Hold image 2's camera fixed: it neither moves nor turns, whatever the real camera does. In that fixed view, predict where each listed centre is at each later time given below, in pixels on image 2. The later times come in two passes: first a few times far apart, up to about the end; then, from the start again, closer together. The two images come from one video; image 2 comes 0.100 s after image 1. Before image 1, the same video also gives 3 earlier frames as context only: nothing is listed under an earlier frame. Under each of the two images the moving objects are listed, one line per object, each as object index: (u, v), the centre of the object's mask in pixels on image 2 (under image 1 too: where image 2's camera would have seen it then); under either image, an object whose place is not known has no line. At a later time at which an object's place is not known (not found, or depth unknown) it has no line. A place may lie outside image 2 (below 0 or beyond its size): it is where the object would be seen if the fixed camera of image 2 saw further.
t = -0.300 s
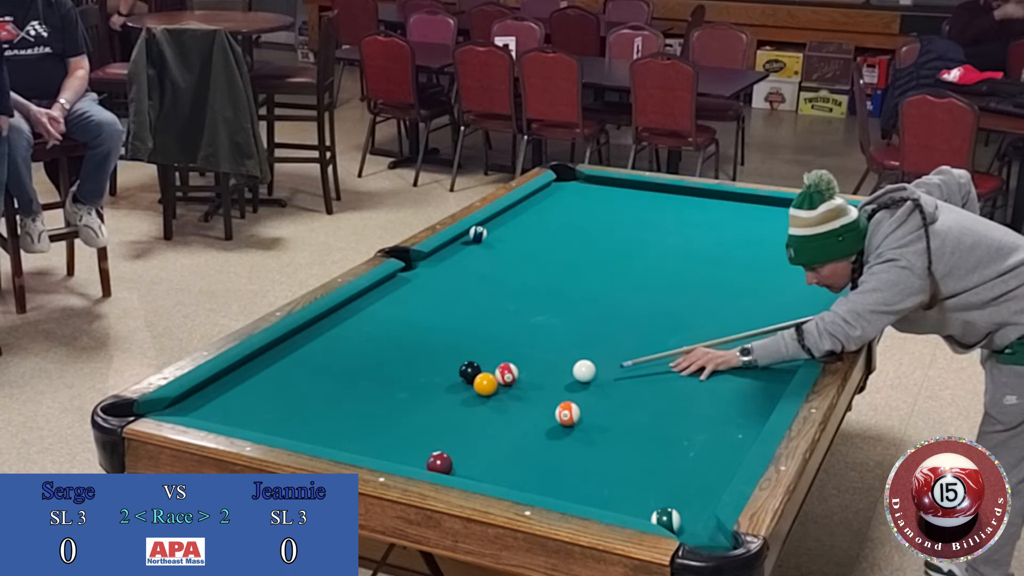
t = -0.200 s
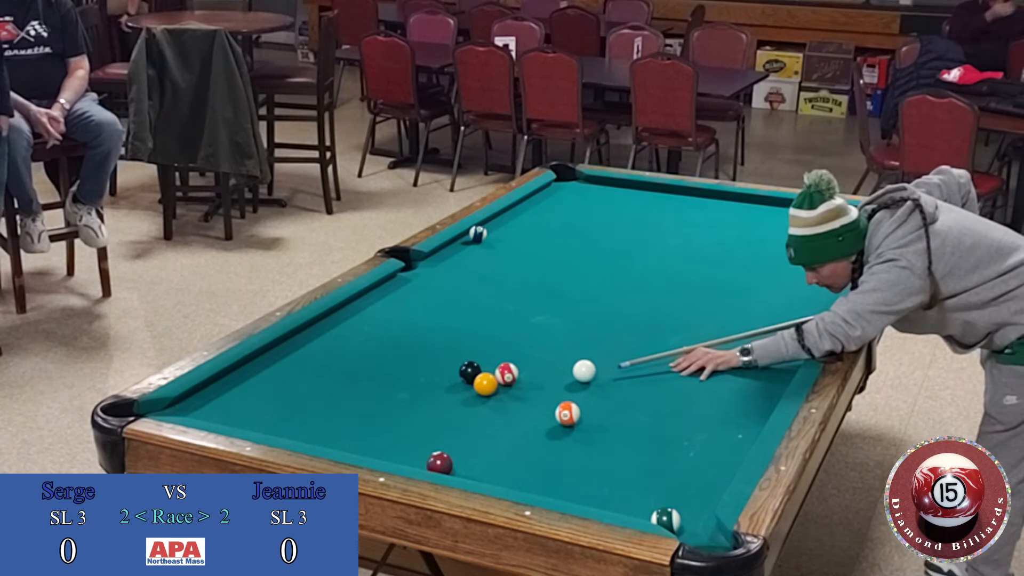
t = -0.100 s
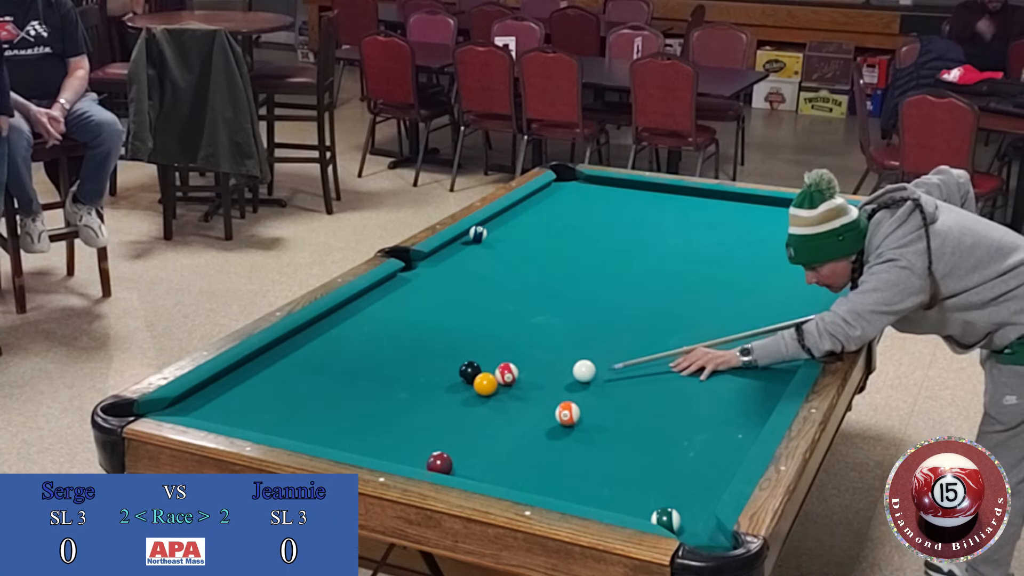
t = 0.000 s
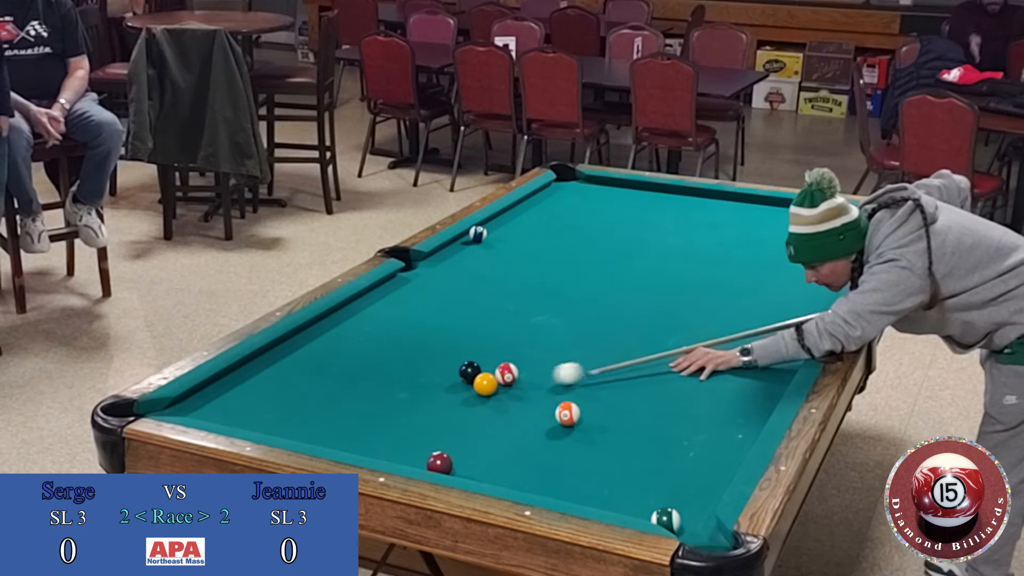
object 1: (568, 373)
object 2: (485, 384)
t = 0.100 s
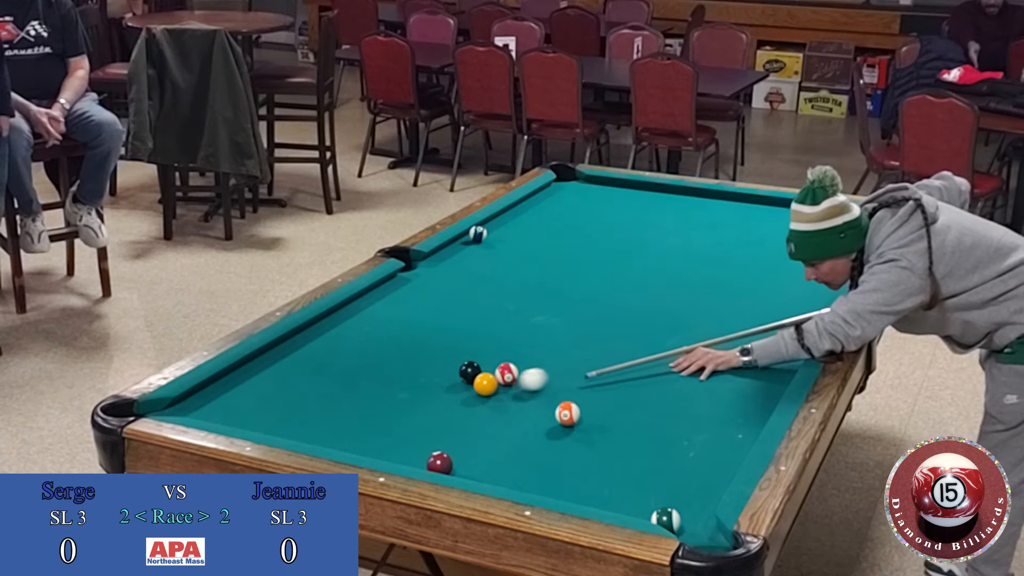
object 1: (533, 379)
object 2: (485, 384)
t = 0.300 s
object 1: (506, 387)
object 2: (465, 385)
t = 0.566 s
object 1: (495, 397)
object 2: (423, 386)
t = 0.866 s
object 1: (484, 408)
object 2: (379, 388)
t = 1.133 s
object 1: (475, 417)
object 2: (342, 389)
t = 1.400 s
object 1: (468, 425)
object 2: (308, 391)
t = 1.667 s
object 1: (462, 433)
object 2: (276, 392)
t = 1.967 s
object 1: (456, 440)
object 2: (244, 394)
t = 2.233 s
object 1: (453, 445)
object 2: (218, 395)
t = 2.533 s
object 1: (450, 449)
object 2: (193, 396)
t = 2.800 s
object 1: (450, 451)
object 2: (196, 400)
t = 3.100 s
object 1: (450, 451)
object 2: (198, 403)
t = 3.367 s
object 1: (450, 451)
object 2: (200, 405)
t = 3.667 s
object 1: (450, 451)
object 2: (202, 406)
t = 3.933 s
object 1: (450, 451)
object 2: (203, 406)
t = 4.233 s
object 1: (450, 451)
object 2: (203, 406)
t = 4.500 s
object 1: (450, 451)
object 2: (203, 406)
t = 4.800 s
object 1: (450, 451)
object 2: (203, 406)
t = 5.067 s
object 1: (450, 451)
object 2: (203, 406)
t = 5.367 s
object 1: (450, 451)
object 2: (203, 406)
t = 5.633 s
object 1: (449, 451)
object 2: (203, 406)
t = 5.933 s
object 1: (449, 451)
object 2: (203, 406)
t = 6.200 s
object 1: (450, 451)
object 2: (203, 406)
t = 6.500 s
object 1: (449, 451)
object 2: (203, 406)
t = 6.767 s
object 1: (449, 451)
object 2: (203, 406)
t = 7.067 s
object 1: (449, 451)
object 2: (203, 406)
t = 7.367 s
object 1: (449, 451)
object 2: (203, 406)
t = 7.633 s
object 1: (450, 451)
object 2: (203, 406)
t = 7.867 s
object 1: (449, 451)
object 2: (206, 407)
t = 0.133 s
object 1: (524, 381)
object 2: (485, 384)
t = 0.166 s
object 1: (516, 382)
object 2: (485, 384)
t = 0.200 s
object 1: (509, 384)
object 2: (483, 384)
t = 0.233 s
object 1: (508, 385)
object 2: (476, 384)
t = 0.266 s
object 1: (507, 386)
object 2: (470, 384)
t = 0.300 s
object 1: (506, 387)
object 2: (465, 385)
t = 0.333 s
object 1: (504, 389)
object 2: (460, 385)
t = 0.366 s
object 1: (503, 390)
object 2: (454, 385)
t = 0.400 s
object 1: (501, 391)
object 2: (449, 385)
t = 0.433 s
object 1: (500, 392)
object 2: (444, 385)
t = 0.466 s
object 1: (499, 394)
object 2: (439, 385)
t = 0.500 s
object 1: (497, 395)
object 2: (433, 386)
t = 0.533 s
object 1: (496, 396)
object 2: (428, 386)
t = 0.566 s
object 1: (495, 397)
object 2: (423, 386)
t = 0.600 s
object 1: (493, 398)
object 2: (418, 386)
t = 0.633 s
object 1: (492, 400)
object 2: (413, 387)
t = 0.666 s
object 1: (491, 401)
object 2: (408, 387)
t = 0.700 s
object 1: (490, 402)
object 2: (403, 387)
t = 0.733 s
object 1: (488, 403)
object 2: (398, 387)
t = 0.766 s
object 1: (487, 404)
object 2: (393, 387)
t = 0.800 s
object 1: (486, 405)
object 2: (388, 388)
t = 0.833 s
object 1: (485, 407)
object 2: (383, 388)
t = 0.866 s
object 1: (484, 408)
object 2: (379, 388)
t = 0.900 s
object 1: (482, 409)
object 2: (374, 388)
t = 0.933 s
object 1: (481, 410)
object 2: (369, 388)
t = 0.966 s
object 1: (480, 411)
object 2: (365, 388)
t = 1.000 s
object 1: (479, 412)
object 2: (360, 388)
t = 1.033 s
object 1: (478, 414)
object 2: (356, 389)
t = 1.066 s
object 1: (477, 415)
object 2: (351, 389)
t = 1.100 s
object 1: (476, 416)
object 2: (347, 389)
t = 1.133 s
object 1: (475, 417)
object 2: (342, 389)
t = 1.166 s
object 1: (474, 418)
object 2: (338, 389)
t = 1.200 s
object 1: (474, 419)
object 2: (333, 390)
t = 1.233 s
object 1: (473, 420)
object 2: (329, 390)
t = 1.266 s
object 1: (472, 421)
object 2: (324, 390)
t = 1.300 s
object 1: (471, 422)
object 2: (320, 390)
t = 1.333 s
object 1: (470, 423)
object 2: (316, 390)
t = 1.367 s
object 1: (469, 424)
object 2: (312, 390)
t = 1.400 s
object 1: (468, 425)
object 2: (308, 391)
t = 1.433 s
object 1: (468, 426)
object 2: (304, 391)
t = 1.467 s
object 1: (467, 427)
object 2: (300, 391)
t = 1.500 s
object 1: (466, 428)
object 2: (295, 391)
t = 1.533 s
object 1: (465, 429)
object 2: (292, 391)
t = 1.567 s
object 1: (464, 430)
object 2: (288, 392)
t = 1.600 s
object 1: (464, 431)
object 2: (284, 392)
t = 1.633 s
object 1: (463, 432)
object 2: (280, 392)
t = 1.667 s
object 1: (462, 433)
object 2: (276, 392)
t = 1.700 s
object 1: (462, 434)
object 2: (273, 392)
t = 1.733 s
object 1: (461, 435)
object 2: (269, 392)
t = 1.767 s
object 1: (460, 435)
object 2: (265, 393)
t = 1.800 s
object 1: (460, 436)
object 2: (261, 393)
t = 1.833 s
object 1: (459, 437)
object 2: (258, 393)
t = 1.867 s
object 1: (458, 438)
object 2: (254, 393)
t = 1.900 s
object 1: (458, 439)
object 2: (251, 393)
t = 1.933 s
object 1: (457, 440)
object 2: (247, 393)
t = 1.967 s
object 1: (456, 440)
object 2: (244, 394)
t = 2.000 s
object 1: (456, 441)
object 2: (240, 394)
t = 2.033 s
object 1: (455, 442)
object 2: (237, 394)
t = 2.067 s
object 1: (455, 442)
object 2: (234, 394)
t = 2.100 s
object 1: (454, 443)
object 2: (231, 394)
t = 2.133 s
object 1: (454, 444)
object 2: (228, 394)
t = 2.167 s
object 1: (453, 444)
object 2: (224, 394)
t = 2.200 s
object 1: (453, 445)
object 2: (221, 394)
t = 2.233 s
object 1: (453, 445)
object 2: (218, 395)
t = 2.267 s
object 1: (453, 446)
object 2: (215, 395)
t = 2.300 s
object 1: (452, 446)
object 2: (212, 395)
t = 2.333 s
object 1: (452, 447)
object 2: (209, 395)
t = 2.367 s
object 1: (452, 447)
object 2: (206, 395)
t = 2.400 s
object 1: (452, 448)
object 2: (204, 395)
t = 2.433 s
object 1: (451, 448)
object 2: (201, 396)
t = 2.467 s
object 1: (451, 448)
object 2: (198, 396)
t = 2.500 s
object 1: (451, 449)
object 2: (196, 396)
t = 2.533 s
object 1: (450, 449)
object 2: (193, 396)
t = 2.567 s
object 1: (450, 449)
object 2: (193, 396)
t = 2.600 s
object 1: (450, 450)
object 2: (193, 397)
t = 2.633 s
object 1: (450, 450)
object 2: (194, 398)
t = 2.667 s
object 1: (450, 450)
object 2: (194, 398)
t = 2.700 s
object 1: (450, 450)
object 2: (195, 399)
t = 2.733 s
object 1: (450, 450)
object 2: (195, 399)
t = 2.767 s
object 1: (450, 451)
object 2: (195, 399)
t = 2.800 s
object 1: (450, 451)
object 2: (196, 400)
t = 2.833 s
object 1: (450, 451)
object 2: (196, 400)
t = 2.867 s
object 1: (450, 451)
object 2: (196, 400)
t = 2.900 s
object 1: (450, 451)
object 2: (197, 401)
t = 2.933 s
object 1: (450, 451)
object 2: (197, 401)
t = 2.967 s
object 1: (450, 451)
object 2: (197, 402)
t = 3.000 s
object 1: (450, 451)
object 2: (197, 402)
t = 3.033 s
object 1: (450, 451)
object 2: (198, 402)
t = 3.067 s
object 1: (450, 451)
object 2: (198, 403)
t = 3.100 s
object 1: (450, 451)
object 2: (198, 403)
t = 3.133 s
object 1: (450, 451)
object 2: (199, 403)
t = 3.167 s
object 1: (450, 451)
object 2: (199, 404)
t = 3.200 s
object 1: (450, 451)
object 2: (199, 404)
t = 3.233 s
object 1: (450, 451)
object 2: (199, 404)
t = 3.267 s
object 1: (450, 451)
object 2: (200, 404)
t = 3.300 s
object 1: (450, 451)
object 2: (200, 405)
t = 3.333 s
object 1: (450, 451)
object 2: (200, 405)
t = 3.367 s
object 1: (450, 451)
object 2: (200, 405)
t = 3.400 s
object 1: (450, 451)
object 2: (201, 405)
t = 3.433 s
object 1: (450, 451)
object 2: (201, 405)
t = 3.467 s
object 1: (450, 451)
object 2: (201, 406)
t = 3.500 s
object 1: (450, 451)
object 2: (201, 406)
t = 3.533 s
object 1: (450, 451)
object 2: (202, 406)
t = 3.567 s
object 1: (450, 451)
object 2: (202, 406)
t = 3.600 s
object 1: (450, 451)
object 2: (202, 406)
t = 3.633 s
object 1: (450, 451)
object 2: (202, 406)
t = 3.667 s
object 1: (450, 451)
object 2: (202, 406)
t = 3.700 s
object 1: (450, 451)
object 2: (202, 406)
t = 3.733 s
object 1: (450, 451)
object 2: (203, 406)
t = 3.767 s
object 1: (450, 451)
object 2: (203, 406)
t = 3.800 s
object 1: (450, 451)
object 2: (203, 406)
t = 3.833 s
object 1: (450, 451)
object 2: (203, 406)
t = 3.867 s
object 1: (450, 451)
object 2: (203, 406)
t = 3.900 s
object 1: (450, 451)
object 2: (203, 406)
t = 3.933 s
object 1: (450, 451)
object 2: (203, 406)
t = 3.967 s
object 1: (450, 451)
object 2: (203, 406)
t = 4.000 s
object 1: (450, 451)
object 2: (203, 406)
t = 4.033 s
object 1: (450, 451)
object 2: (203, 406)
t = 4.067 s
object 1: (450, 451)
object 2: (203, 406)
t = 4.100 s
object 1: (450, 451)
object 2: (203, 406)
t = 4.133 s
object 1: (450, 451)
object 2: (203, 406)
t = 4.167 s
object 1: (450, 451)
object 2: (203, 406)
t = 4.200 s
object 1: (450, 451)
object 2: (203, 406)
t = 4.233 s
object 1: (450, 451)
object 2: (203, 406)
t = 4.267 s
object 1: (450, 451)
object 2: (203, 406)
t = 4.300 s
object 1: (450, 451)
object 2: (203, 406)
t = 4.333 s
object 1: (450, 451)
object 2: (203, 406)
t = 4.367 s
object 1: (450, 451)
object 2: (203, 406)
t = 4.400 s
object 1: (450, 451)
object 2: (203, 406)
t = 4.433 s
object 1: (450, 451)
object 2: (203, 406)
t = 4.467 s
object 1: (450, 451)
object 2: (203, 406)
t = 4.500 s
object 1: (450, 451)
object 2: (203, 406)
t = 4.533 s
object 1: (450, 451)
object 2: (203, 406)
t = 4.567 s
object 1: (450, 451)
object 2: (203, 406)
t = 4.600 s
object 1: (450, 451)
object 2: (203, 406)
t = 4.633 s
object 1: (450, 451)
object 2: (203, 406)
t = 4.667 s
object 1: (450, 451)
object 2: (203, 406)
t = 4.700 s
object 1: (450, 451)
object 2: (203, 406)
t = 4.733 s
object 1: (450, 451)
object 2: (203, 406)
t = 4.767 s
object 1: (450, 451)
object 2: (203, 406)
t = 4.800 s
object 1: (450, 451)
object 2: (203, 406)
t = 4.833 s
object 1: (450, 451)
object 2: (203, 406)
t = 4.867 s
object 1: (450, 451)
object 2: (203, 406)
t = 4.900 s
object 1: (450, 451)
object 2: (203, 406)
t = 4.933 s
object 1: (450, 451)
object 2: (203, 406)
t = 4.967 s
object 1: (450, 451)
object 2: (203, 406)
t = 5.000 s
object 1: (450, 451)
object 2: (203, 406)
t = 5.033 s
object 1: (450, 451)
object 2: (203, 406)
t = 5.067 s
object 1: (450, 451)
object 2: (203, 406)
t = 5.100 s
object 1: (450, 451)
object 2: (203, 406)
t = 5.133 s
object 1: (450, 451)
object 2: (203, 406)
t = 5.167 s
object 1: (450, 451)
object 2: (203, 406)
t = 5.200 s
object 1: (450, 451)
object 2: (203, 406)
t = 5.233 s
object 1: (450, 451)
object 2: (203, 406)
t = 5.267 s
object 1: (450, 451)
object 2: (203, 406)
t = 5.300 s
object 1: (450, 451)
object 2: (203, 406)
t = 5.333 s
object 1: (450, 451)
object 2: (203, 406)
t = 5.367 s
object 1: (450, 451)
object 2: (203, 406)
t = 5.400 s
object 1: (450, 451)
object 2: (203, 406)
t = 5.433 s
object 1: (450, 451)
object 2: (203, 406)
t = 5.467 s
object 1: (450, 451)
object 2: (203, 406)
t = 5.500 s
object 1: (450, 451)
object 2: (203, 406)
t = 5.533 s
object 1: (449, 451)
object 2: (203, 406)
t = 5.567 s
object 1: (450, 451)
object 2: (203, 406)
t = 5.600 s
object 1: (449, 451)
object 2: (203, 406)
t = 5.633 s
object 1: (449, 451)
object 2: (203, 406)
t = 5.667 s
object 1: (449, 451)
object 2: (203, 406)
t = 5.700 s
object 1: (449, 450)
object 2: (203, 406)
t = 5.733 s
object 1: (449, 451)
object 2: (203, 406)
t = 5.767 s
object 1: (449, 451)
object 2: (203, 406)
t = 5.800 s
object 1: (449, 451)
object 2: (203, 406)
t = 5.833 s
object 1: (449, 451)
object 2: (203, 406)
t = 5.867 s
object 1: (449, 451)
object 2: (203, 406)
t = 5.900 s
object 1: (449, 451)
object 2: (203, 406)
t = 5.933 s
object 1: (449, 451)
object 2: (203, 406)
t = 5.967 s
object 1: (449, 451)
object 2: (203, 406)
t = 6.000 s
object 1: (450, 451)
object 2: (203, 406)
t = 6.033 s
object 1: (449, 451)
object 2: (203, 406)
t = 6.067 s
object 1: (449, 451)
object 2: (203, 406)
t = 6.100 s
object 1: (450, 451)
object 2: (203, 406)
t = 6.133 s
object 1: (449, 451)
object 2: (203, 406)
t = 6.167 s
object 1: (450, 451)
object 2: (203, 406)
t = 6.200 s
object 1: (450, 451)
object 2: (203, 406)
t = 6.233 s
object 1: (450, 451)
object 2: (203, 406)
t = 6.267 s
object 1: (450, 451)
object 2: (203, 406)
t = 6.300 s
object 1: (449, 451)
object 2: (203, 406)
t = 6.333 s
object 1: (449, 451)
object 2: (203, 406)
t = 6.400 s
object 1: (449, 451)
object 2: (203, 406)
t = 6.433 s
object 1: (450, 451)
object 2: (203, 406)
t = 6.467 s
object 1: (450, 451)
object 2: (203, 406)
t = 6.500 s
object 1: (449, 451)
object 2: (203, 406)
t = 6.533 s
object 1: (450, 451)
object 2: (203, 406)
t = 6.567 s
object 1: (449, 451)
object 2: (203, 406)
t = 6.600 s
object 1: (450, 451)
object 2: (203, 406)
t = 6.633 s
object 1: (450, 451)
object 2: (203, 406)
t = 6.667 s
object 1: (450, 451)
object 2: (203, 406)
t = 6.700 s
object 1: (449, 451)
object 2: (203, 406)
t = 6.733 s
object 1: (449, 451)
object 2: (203, 406)
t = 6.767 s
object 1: (449, 451)
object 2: (203, 406)
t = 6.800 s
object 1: (449, 451)
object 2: (203, 406)
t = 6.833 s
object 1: (449, 451)
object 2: (203, 406)
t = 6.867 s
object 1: (449, 451)
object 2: (203, 406)
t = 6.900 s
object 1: (449, 451)
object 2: (203, 406)
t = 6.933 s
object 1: (449, 451)
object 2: (203, 406)
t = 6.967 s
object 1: (449, 451)
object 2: (203, 406)
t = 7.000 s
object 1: (449, 451)
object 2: (203, 406)
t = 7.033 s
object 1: (449, 451)
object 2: (203, 406)
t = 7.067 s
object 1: (449, 451)
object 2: (203, 406)
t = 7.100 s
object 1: (449, 451)
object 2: (203, 406)
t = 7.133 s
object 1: (449, 451)
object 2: (203, 406)
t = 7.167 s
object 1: (449, 451)
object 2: (203, 406)
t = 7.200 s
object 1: (449, 451)
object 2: (203, 406)
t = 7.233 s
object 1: (449, 451)
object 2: (203, 406)
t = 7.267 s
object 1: (449, 451)
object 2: (203, 406)
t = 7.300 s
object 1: (449, 451)
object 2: (203, 406)
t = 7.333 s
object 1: (449, 451)
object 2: (203, 406)
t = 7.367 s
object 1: (449, 451)
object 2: (203, 406)
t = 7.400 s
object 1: (449, 451)
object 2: (203, 406)
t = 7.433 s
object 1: (449, 451)
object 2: (203, 406)
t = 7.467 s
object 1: (449, 451)
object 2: (203, 406)
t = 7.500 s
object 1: (449, 451)
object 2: (203, 406)
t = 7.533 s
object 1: (449, 451)
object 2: (203, 406)
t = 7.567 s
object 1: (449, 451)
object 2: (203, 406)
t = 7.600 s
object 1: (450, 451)
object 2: (203, 406)
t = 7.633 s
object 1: (450, 451)
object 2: (203, 406)
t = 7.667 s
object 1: (450, 451)
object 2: (203, 406)
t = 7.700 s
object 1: (449, 450)
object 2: (203, 406)
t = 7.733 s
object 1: (449, 451)
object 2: (203, 406)
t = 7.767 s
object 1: (449, 451)
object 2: (203, 406)
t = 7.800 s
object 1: (449, 450)
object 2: (203, 406)
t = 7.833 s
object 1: (449, 451)
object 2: (203, 406)
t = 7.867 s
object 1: (449, 451)
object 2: (206, 407)
